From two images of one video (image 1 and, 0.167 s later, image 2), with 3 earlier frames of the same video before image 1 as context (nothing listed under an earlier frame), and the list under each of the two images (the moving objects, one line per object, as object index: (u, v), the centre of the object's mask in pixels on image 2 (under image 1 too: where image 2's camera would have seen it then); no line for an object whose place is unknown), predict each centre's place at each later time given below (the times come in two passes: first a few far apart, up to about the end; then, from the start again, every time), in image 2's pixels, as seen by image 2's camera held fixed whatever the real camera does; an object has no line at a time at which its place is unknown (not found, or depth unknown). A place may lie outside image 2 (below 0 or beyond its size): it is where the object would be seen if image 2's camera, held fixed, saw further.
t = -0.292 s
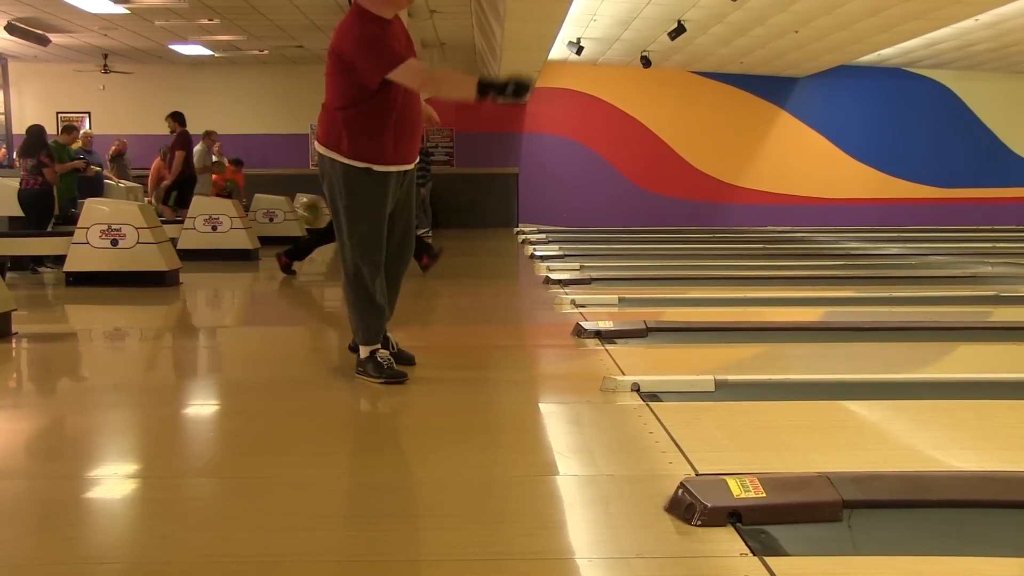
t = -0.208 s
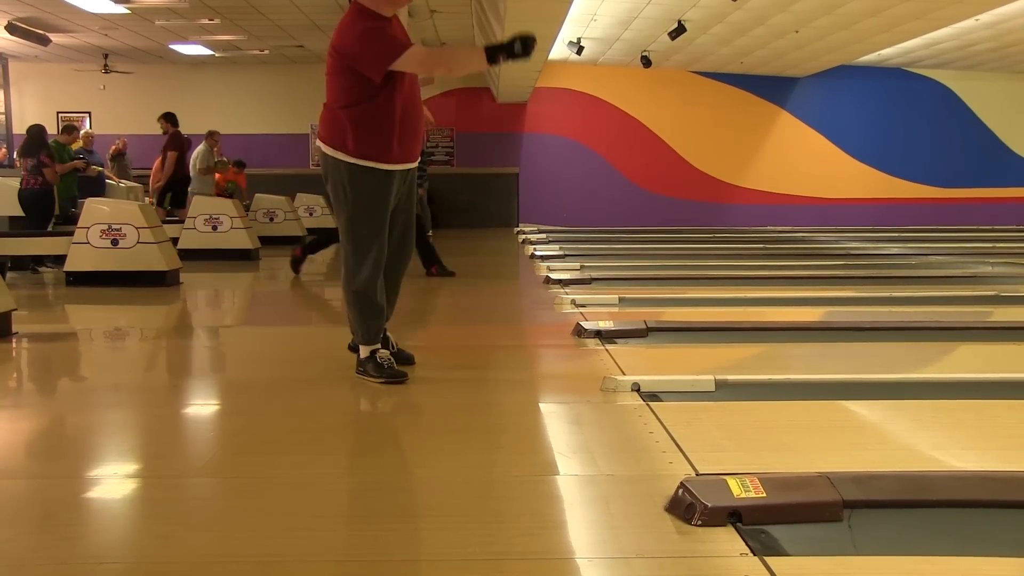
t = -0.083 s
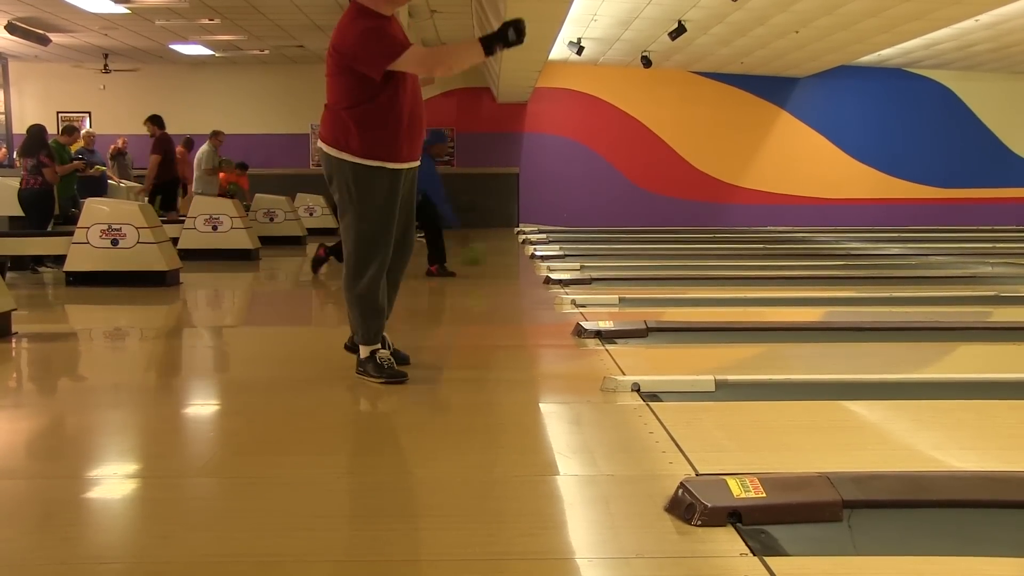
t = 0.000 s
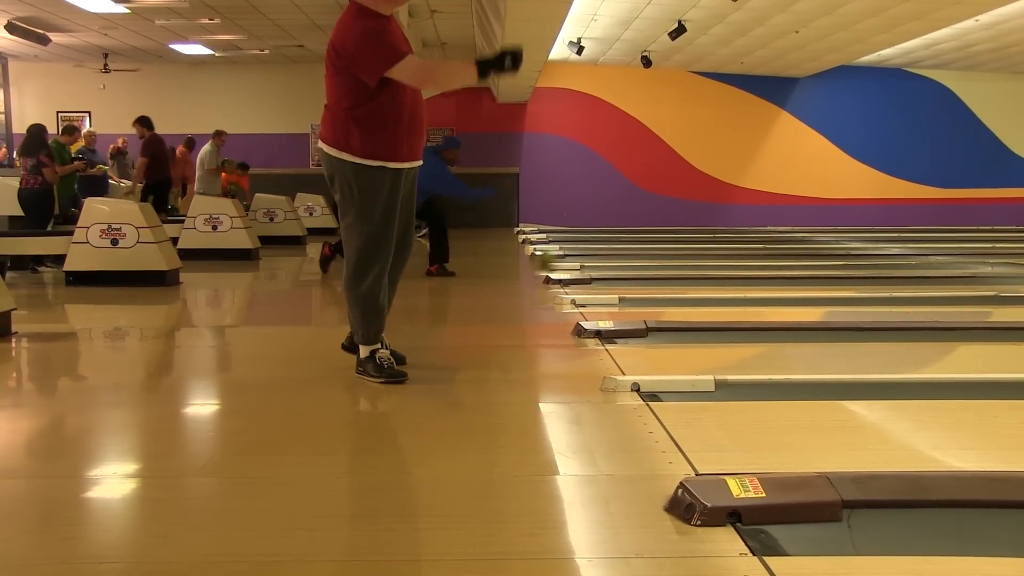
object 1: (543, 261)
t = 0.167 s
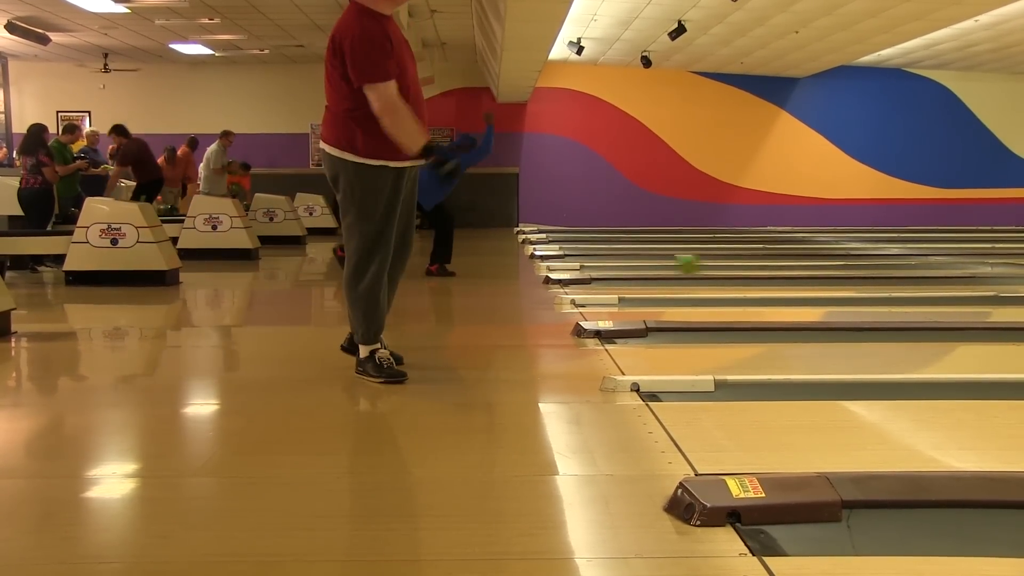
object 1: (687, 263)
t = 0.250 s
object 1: (757, 264)
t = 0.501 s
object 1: (969, 264)
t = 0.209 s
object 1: (722, 264)
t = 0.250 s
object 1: (757, 264)
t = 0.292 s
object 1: (792, 264)
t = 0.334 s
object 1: (827, 263)
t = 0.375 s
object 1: (862, 263)
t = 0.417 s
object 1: (898, 264)
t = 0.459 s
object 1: (933, 264)
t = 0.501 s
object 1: (969, 264)
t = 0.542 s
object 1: (1005, 263)
